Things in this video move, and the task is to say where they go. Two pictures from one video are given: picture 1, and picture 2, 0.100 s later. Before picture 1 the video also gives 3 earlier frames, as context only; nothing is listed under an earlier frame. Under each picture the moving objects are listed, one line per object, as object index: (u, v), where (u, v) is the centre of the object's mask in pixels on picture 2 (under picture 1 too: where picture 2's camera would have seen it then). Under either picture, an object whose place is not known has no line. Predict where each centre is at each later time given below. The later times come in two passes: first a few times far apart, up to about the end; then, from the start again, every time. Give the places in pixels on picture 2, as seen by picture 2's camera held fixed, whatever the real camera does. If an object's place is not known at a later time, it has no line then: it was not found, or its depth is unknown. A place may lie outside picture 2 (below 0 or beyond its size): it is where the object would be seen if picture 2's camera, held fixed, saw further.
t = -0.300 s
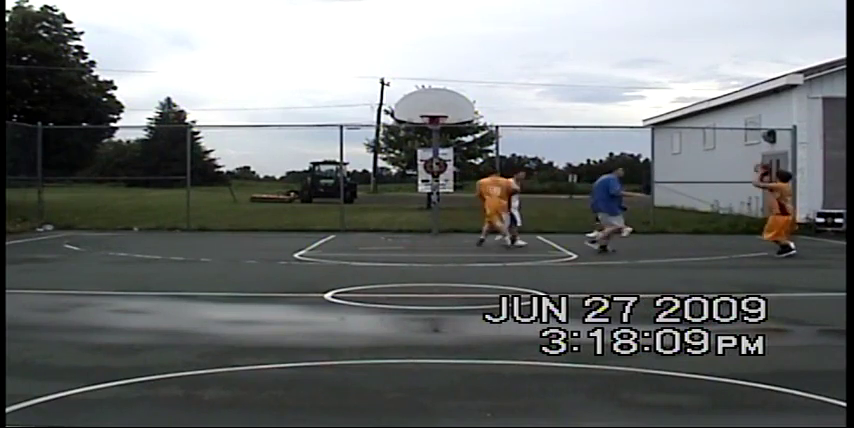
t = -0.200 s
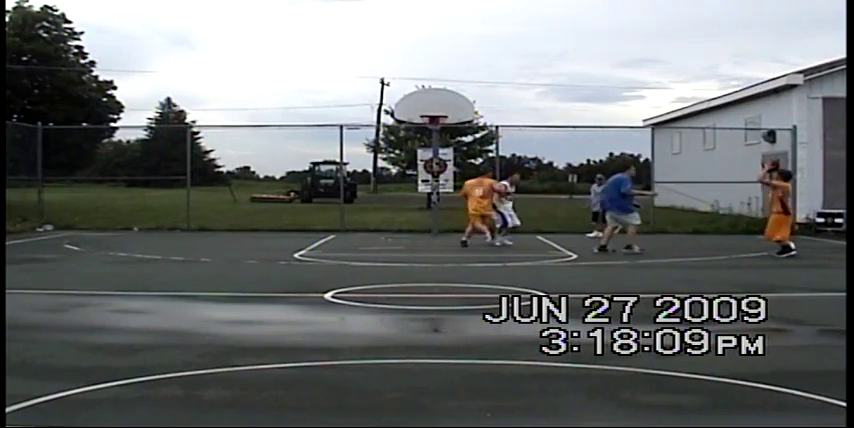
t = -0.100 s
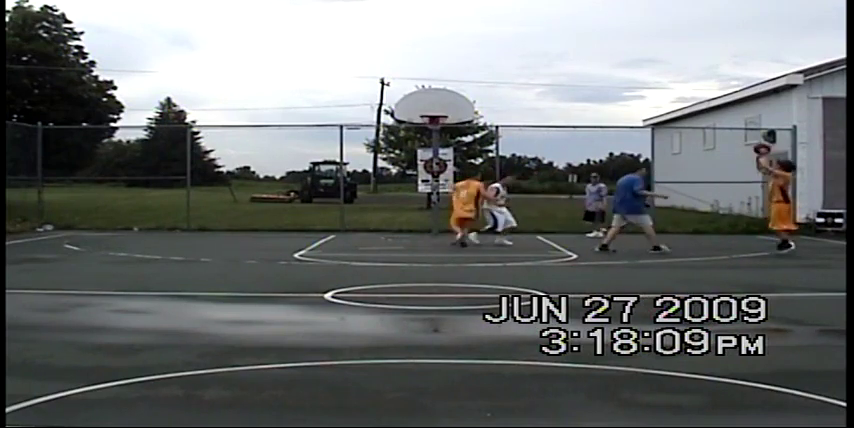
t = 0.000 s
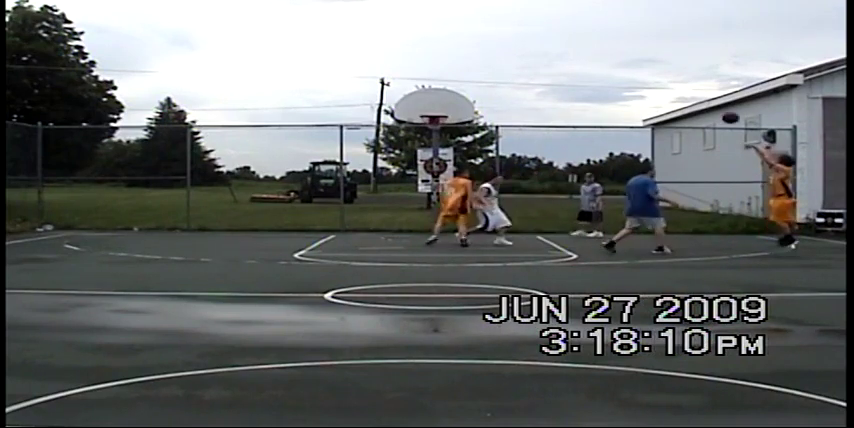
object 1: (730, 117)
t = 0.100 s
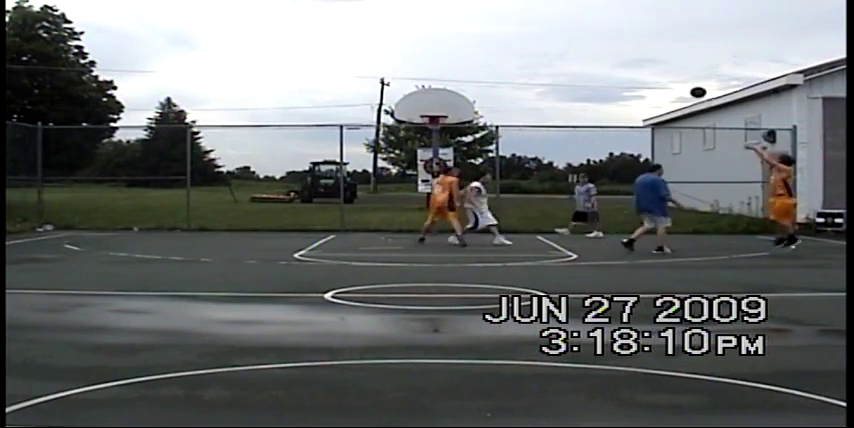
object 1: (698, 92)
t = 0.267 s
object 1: (648, 62)
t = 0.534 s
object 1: (574, 44)
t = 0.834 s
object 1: (501, 61)
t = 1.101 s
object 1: (444, 104)
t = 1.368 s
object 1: (424, 90)
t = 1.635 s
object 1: (410, 89)
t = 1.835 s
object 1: (399, 107)
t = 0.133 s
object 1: (688, 84)
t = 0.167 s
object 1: (680, 77)
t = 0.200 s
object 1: (668, 72)
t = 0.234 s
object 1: (658, 66)
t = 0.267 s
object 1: (648, 62)
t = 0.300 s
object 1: (638, 58)
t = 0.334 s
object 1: (628, 54)
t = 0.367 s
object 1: (619, 51)
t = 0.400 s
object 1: (610, 49)
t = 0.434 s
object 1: (601, 47)
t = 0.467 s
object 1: (592, 45)
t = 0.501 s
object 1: (583, 44)
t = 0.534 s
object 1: (574, 44)
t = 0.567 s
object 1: (566, 44)
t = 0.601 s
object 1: (557, 45)
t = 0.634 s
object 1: (549, 46)
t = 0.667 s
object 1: (541, 47)
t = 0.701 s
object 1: (533, 49)
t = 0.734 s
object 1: (525, 51)
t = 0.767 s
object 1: (517, 54)
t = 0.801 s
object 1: (509, 57)
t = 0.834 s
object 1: (501, 61)
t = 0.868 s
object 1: (494, 65)
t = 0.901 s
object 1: (485, 70)
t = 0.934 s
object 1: (479, 74)
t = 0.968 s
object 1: (472, 79)
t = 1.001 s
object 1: (465, 85)
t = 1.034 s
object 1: (458, 90)
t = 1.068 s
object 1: (451, 96)
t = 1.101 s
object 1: (444, 104)
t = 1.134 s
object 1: (437, 110)
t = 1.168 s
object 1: (434, 108)
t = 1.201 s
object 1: (432, 105)
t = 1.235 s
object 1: (431, 101)
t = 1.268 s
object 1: (429, 97)
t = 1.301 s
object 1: (427, 94)
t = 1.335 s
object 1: (425, 92)
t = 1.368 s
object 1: (424, 90)
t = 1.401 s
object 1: (422, 88)
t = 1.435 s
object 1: (420, 87)
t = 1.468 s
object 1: (418, 86)
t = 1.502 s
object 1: (417, 86)
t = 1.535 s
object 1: (415, 86)
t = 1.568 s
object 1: (413, 87)
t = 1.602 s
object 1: (412, 88)
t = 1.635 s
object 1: (410, 89)
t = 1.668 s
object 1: (408, 91)
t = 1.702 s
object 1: (406, 94)
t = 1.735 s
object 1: (404, 96)
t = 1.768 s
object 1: (403, 100)
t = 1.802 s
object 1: (401, 103)
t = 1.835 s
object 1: (399, 107)
